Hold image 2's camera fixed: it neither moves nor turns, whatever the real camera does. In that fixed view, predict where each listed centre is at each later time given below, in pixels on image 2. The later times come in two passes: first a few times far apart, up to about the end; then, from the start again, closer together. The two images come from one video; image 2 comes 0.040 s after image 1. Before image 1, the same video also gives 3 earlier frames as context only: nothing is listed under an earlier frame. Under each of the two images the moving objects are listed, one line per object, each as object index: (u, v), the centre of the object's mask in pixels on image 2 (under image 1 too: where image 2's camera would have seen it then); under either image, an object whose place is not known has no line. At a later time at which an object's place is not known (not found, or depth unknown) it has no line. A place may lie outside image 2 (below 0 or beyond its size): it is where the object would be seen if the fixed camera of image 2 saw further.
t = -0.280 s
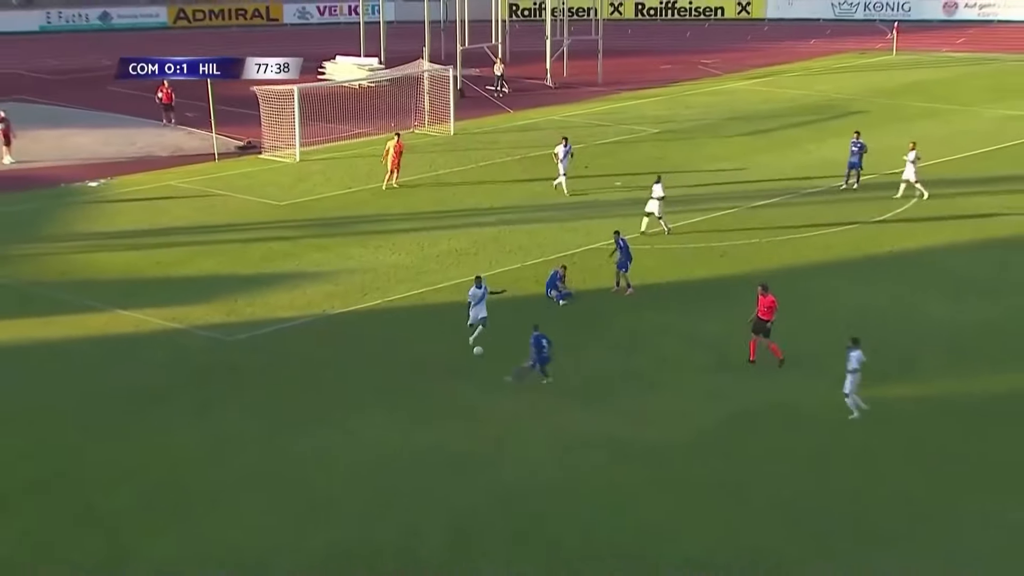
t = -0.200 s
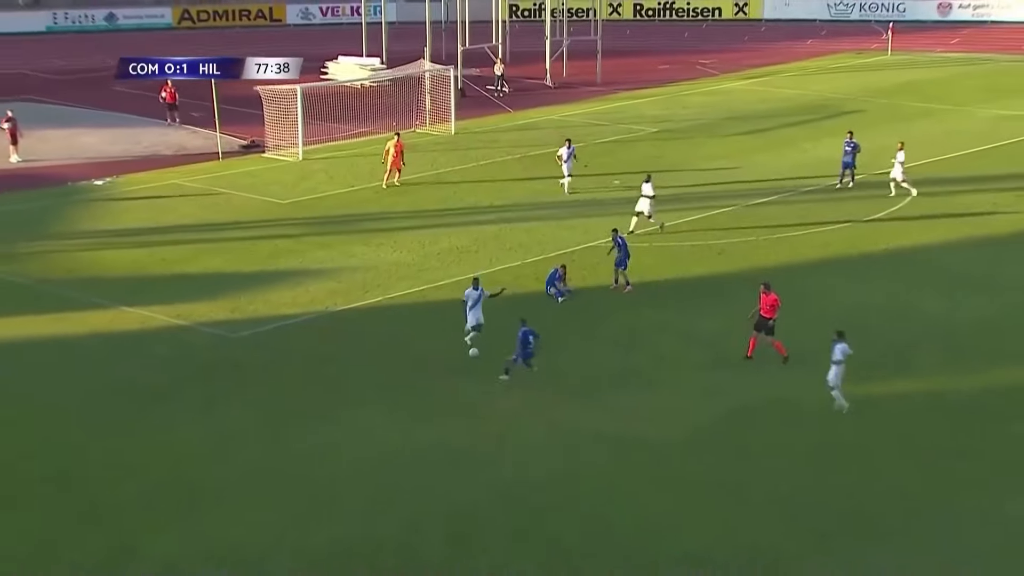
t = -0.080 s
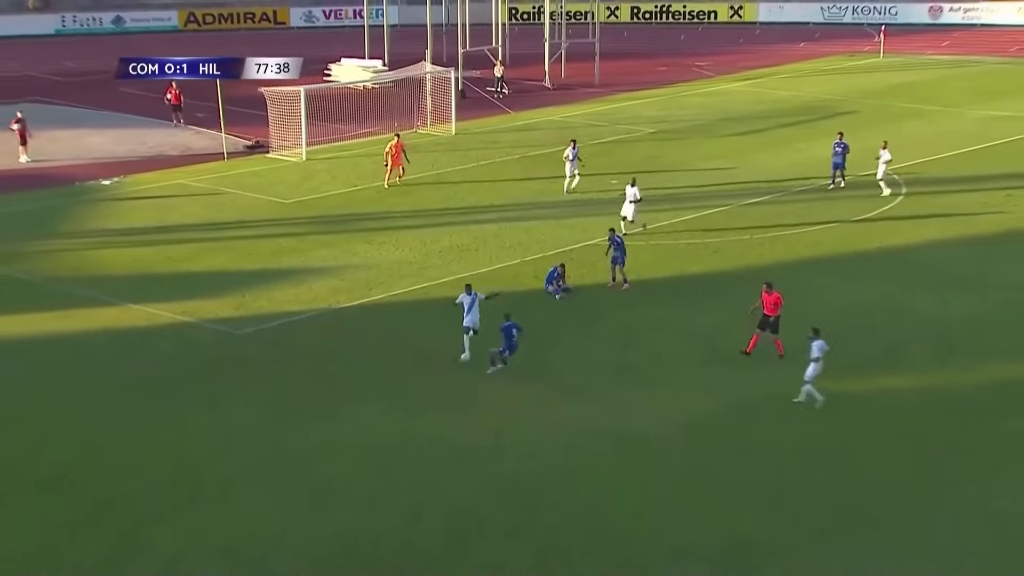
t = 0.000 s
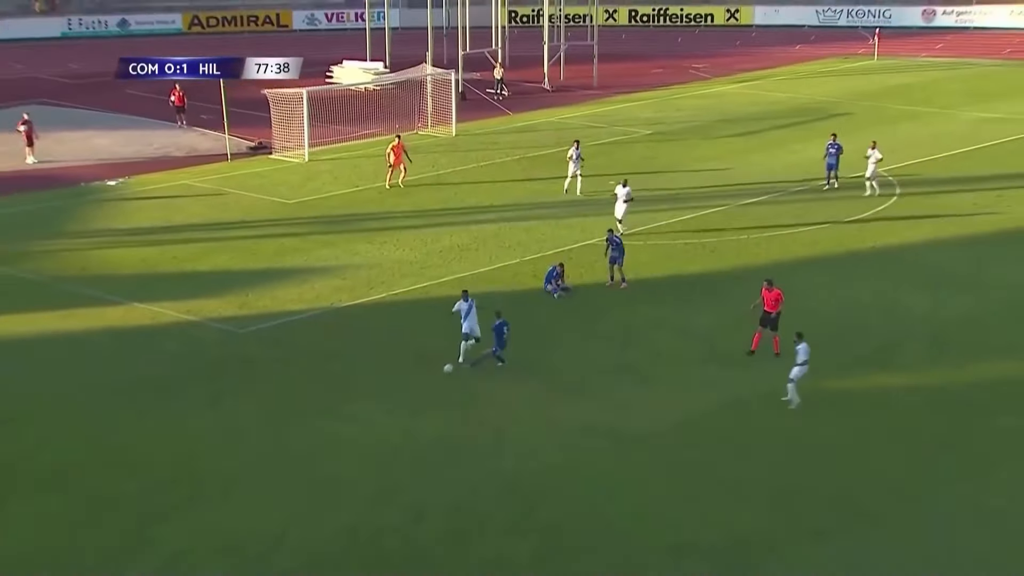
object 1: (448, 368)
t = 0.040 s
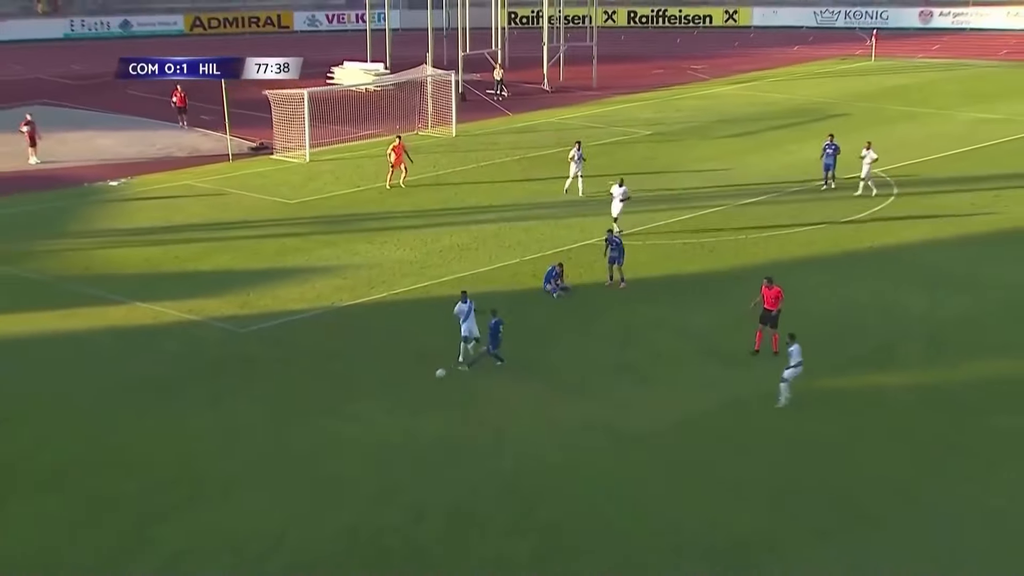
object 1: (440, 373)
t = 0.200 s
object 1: (408, 398)
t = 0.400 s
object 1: (368, 430)
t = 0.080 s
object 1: (432, 380)
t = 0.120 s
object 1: (424, 386)
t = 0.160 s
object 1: (416, 393)
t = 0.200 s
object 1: (408, 398)
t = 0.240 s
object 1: (399, 406)
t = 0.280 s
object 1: (391, 412)
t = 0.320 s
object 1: (384, 418)
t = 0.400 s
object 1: (368, 430)
